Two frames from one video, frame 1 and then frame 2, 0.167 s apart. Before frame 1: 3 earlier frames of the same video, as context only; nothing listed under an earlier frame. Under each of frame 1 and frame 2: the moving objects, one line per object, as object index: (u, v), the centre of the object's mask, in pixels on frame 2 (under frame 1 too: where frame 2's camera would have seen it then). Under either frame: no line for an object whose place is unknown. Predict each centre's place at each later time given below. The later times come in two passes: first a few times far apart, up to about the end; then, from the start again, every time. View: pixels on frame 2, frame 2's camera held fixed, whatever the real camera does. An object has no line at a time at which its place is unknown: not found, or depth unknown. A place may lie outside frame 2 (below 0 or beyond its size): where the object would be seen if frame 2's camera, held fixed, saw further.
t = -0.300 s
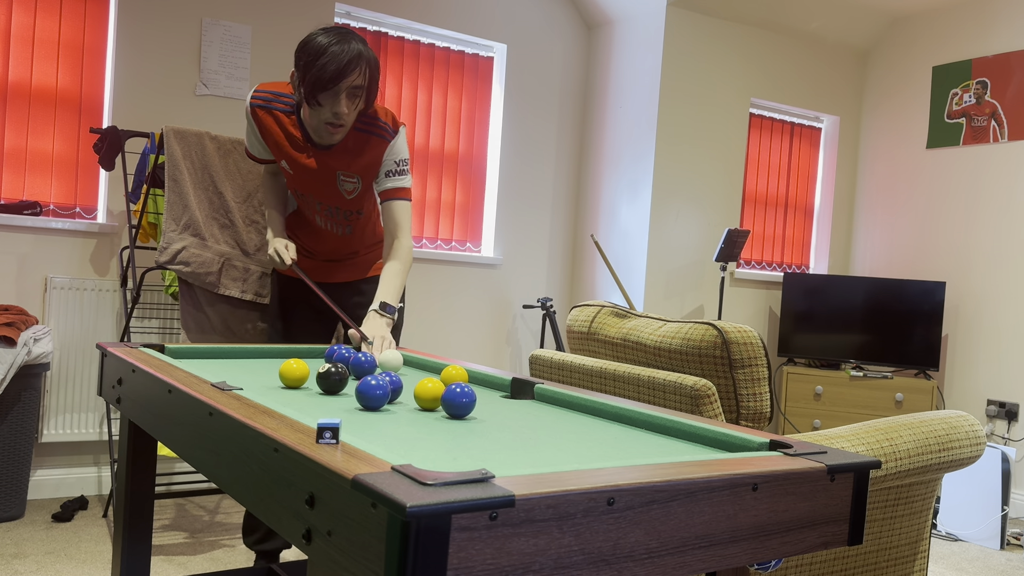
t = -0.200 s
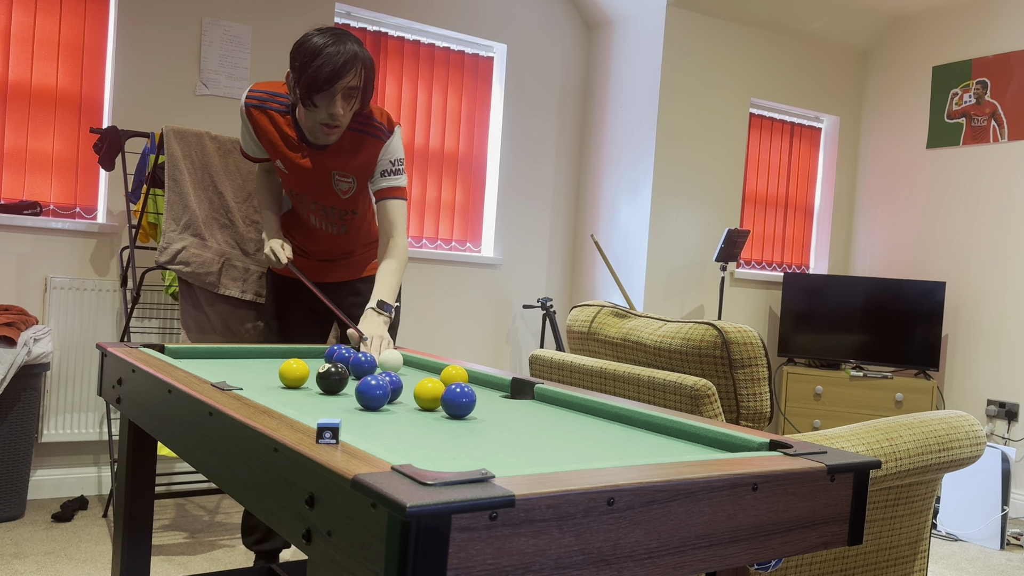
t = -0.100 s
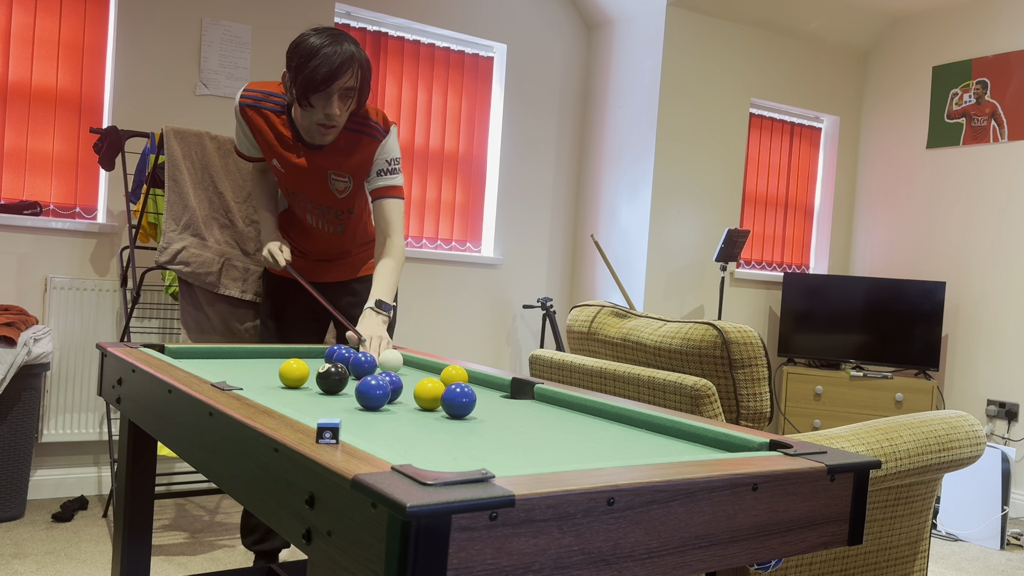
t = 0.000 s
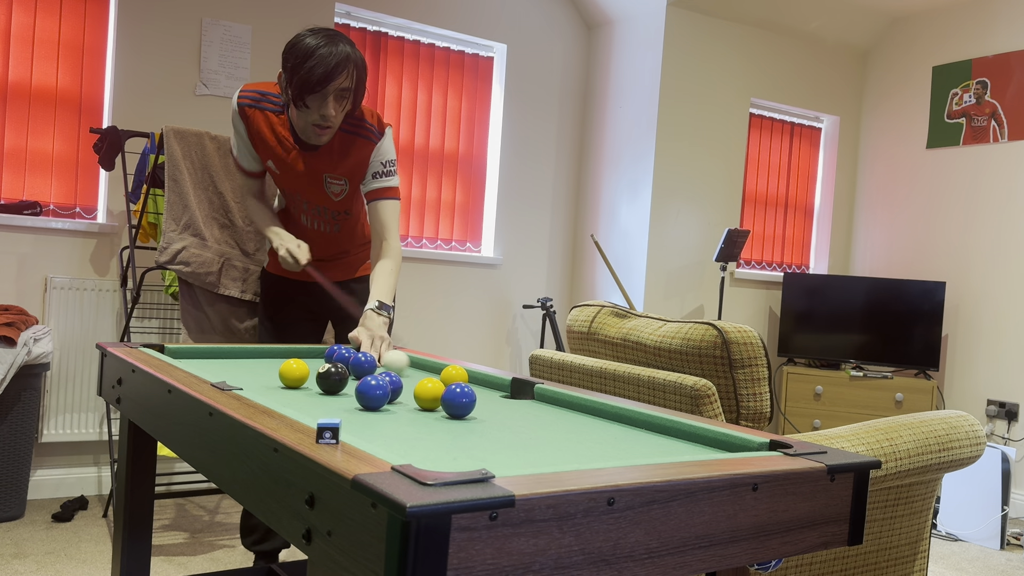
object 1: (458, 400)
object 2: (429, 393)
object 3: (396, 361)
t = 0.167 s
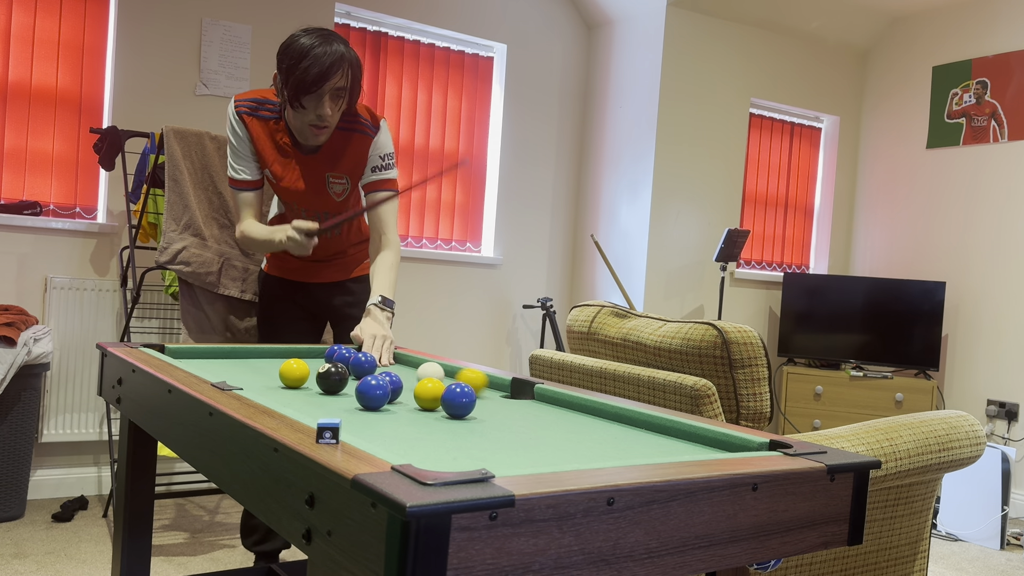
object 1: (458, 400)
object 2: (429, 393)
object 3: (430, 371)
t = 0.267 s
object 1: (458, 400)
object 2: (429, 393)
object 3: (423, 374)
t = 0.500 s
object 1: (458, 400)
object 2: (429, 393)
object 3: (415, 383)
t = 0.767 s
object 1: (469, 402)
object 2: (430, 397)
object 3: (411, 389)
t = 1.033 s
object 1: (485, 405)
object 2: (426, 399)
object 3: (408, 390)
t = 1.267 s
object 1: (497, 406)
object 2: (424, 400)
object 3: (408, 391)
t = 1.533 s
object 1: (506, 407)
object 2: (426, 401)
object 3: (410, 391)
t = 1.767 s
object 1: (511, 408)
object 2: (427, 401)
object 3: (410, 392)
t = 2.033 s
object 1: (513, 407)
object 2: (429, 400)
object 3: (410, 392)
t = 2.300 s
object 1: (514, 407)
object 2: (429, 400)
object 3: (410, 393)
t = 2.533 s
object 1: (514, 407)
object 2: (430, 400)
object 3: (410, 393)
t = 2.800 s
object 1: (514, 407)
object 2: (430, 400)
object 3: (410, 393)
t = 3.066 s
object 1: (514, 407)
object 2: (430, 400)
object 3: (410, 393)
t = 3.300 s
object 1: (514, 407)
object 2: (430, 400)
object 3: (410, 393)
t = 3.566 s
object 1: (514, 407)
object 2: (430, 400)
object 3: (410, 393)
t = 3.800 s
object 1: (514, 407)
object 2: (432, 401)
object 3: (411, 394)
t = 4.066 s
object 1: (514, 407)
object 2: (437, 402)
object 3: (414, 396)
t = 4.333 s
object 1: (514, 407)
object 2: (440, 402)
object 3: (416, 396)
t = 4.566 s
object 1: (514, 407)
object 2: (442, 402)
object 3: (417, 397)
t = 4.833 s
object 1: (514, 407)
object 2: (444, 402)
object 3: (418, 397)
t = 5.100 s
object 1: (514, 407)
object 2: (445, 402)
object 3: (418, 397)
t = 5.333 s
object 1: (514, 407)
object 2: (445, 402)
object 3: (418, 397)
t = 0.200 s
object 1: (458, 400)
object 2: (429, 393)
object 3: (427, 372)
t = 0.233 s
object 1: (458, 400)
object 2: (429, 393)
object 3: (424, 373)
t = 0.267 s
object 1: (458, 400)
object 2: (429, 393)
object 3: (423, 374)
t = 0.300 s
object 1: (458, 400)
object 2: (429, 393)
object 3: (422, 375)
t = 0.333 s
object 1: (458, 400)
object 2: (429, 393)
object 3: (421, 375)
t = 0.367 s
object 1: (458, 400)
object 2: (429, 393)
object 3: (420, 377)
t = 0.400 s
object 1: (458, 400)
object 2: (429, 393)
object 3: (419, 378)
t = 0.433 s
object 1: (458, 400)
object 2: (429, 393)
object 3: (417, 379)
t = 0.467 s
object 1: (458, 400)
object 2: (429, 393)
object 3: (416, 381)
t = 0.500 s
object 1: (458, 400)
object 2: (429, 393)
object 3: (415, 383)
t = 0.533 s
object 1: (458, 400)
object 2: (429, 393)
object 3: (413, 384)
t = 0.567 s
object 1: (458, 400)
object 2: (429, 393)
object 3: (413, 386)
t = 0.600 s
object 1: (458, 400)
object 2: (431, 394)
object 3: (413, 387)
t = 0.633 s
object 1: (459, 400)
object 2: (431, 395)
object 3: (413, 388)
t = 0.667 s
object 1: (462, 401)
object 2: (431, 396)
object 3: (413, 388)
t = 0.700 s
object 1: (464, 401)
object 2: (431, 396)
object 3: (412, 388)
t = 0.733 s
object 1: (466, 402)
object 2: (430, 396)
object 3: (411, 389)
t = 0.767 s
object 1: (469, 402)
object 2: (430, 397)
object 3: (411, 389)
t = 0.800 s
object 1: (471, 402)
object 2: (429, 397)
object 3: (410, 389)
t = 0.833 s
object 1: (473, 403)
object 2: (428, 397)
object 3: (410, 389)
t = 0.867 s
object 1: (475, 403)
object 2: (427, 397)
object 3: (409, 390)
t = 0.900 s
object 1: (477, 404)
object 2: (427, 398)
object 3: (409, 390)
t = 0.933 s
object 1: (479, 404)
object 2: (427, 398)
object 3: (409, 390)
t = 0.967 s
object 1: (481, 404)
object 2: (426, 398)
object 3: (408, 390)
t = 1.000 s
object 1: (483, 405)
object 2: (426, 399)
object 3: (408, 390)
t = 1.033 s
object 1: (485, 405)
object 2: (426, 399)
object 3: (408, 390)
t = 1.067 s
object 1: (487, 405)
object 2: (425, 399)
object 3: (408, 390)
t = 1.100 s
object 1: (488, 405)
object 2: (425, 399)
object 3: (408, 390)
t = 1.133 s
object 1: (490, 406)
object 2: (425, 400)
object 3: (408, 391)
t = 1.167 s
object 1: (492, 406)
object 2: (425, 400)
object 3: (408, 391)
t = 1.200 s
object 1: (493, 406)
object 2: (425, 400)
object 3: (408, 391)
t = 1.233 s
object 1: (495, 406)
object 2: (424, 400)
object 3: (408, 391)
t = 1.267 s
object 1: (497, 406)
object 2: (424, 400)
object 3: (408, 391)
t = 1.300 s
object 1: (498, 407)
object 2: (424, 400)
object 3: (408, 391)
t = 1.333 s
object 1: (499, 407)
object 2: (425, 400)
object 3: (408, 391)
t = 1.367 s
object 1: (501, 407)
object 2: (425, 401)
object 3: (408, 391)
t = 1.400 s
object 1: (502, 407)
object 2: (425, 401)
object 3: (409, 391)
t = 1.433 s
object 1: (503, 407)
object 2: (425, 401)
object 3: (409, 391)
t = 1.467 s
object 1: (504, 407)
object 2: (425, 401)
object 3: (409, 391)
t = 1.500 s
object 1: (505, 407)
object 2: (425, 401)
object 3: (409, 391)
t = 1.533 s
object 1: (506, 407)
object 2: (426, 401)
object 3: (410, 391)
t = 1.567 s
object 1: (507, 407)
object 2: (426, 401)
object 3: (410, 391)
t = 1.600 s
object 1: (508, 407)
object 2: (426, 401)
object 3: (410, 391)
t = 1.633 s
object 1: (509, 407)
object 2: (426, 401)
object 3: (410, 391)
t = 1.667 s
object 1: (509, 407)
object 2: (426, 401)
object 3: (410, 391)
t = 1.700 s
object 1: (510, 408)
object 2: (427, 401)
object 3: (410, 391)
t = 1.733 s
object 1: (511, 408)
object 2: (427, 401)
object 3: (410, 391)
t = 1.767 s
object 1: (511, 408)
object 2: (427, 401)
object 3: (410, 392)
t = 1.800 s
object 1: (512, 407)
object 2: (427, 401)
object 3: (410, 392)
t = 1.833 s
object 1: (512, 407)
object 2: (427, 401)
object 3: (410, 392)
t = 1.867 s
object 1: (512, 407)
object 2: (428, 401)
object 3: (410, 392)
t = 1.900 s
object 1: (513, 407)
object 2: (428, 401)
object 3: (410, 392)
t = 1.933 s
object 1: (513, 407)
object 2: (428, 400)
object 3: (410, 392)
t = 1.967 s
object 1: (513, 407)
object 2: (428, 400)
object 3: (410, 392)
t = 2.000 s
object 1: (513, 407)
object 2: (428, 400)
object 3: (410, 392)
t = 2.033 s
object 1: (513, 407)
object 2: (429, 400)
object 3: (410, 392)
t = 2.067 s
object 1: (513, 407)
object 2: (429, 400)
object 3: (410, 392)
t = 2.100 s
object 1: (513, 407)
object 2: (429, 400)
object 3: (410, 392)
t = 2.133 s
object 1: (514, 407)
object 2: (429, 400)
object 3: (410, 392)
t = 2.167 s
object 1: (514, 407)
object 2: (429, 400)
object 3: (410, 393)
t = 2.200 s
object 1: (514, 407)
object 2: (429, 400)
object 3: (410, 393)
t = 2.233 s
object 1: (514, 407)
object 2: (429, 400)
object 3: (410, 393)
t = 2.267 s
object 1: (514, 407)
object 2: (429, 400)
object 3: (410, 393)
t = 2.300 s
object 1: (514, 407)
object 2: (429, 400)
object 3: (410, 393)
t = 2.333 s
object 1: (514, 407)
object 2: (429, 400)
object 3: (410, 393)
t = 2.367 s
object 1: (514, 407)
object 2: (430, 400)
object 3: (410, 393)
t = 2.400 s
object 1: (514, 407)
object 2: (430, 400)
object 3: (410, 393)
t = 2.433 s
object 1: (514, 407)
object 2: (430, 400)
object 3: (410, 393)
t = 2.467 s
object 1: (514, 407)
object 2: (430, 400)
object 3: (410, 393)
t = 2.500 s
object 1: (514, 407)
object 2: (430, 400)
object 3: (410, 393)
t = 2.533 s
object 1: (514, 407)
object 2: (430, 400)
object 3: (410, 393)
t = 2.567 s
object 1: (514, 407)
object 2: (430, 400)
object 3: (410, 393)
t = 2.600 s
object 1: (514, 407)
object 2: (430, 400)
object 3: (410, 393)
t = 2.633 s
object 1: (514, 407)
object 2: (430, 400)
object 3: (410, 393)
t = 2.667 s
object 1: (514, 407)
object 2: (430, 400)
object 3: (410, 393)
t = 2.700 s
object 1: (514, 407)
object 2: (430, 400)
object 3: (410, 393)
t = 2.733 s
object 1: (514, 407)
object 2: (430, 400)
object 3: (410, 393)
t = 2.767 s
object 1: (514, 407)
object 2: (430, 400)
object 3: (410, 393)
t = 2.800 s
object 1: (514, 407)
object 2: (430, 400)
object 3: (410, 393)
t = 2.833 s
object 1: (514, 407)
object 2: (430, 400)
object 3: (410, 393)
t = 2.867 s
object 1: (514, 407)
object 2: (430, 400)
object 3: (410, 393)
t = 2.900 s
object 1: (514, 407)
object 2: (430, 400)
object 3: (410, 393)
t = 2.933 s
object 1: (514, 407)
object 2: (430, 400)
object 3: (410, 393)
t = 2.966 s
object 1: (514, 407)
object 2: (430, 400)
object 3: (410, 393)
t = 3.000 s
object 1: (514, 407)
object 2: (430, 400)
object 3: (410, 393)
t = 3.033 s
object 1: (514, 407)
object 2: (430, 400)
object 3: (410, 393)
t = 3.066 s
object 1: (514, 407)
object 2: (430, 400)
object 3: (410, 393)
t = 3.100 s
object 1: (514, 407)
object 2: (430, 400)
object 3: (410, 393)
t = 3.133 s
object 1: (514, 407)
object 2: (430, 400)
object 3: (410, 393)
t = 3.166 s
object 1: (514, 407)
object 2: (430, 400)
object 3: (410, 393)
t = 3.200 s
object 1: (514, 407)
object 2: (430, 400)
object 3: (410, 393)
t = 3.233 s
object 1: (514, 407)
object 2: (430, 400)
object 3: (410, 393)
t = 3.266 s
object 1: (514, 407)
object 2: (430, 400)
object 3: (410, 393)
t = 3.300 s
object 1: (514, 407)
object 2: (430, 400)
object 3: (410, 393)
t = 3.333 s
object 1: (514, 407)
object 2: (430, 400)
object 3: (410, 393)
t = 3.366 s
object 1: (514, 407)
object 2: (430, 400)
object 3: (410, 393)
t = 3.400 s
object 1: (514, 407)
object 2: (430, 400)
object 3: (410, 393)
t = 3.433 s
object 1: (514, 407)
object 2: (430, 400)
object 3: (410, 393)
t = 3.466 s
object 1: (514, 407)
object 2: (430, 400)
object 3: (410, 393)
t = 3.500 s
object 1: (514, 407)
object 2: (430, 400)
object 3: (410, 393)
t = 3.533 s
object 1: (514, 407)
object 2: (430, 400)
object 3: (410, 393)
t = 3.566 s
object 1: (514, 407)
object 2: (430, 400)
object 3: (410, 393)
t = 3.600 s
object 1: (514, 407)
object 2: (430, 400)
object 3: (410, 393)
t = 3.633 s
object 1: (514, 407)
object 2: (430, 400)
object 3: (410, 393)
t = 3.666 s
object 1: (514, 407)
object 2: (430, 401)
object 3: (410, 393)
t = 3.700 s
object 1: (514, 407)
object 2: (430, 401)
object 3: (410, 393)
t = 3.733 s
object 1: (514, 407)
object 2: (430, 401)
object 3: (410, 393)
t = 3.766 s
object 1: (514, 407)
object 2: (431, 401)
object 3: (411, 394)
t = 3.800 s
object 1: (514, 407)
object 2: (432, 401)
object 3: (411, 394)
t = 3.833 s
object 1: (514, 407)
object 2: (432, 401)
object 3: (411, 394)
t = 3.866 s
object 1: (514, 407)
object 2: (433, 401)
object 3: (412, 395)
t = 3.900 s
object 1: (514, 407)
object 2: (433, 402)
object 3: (412, 395)
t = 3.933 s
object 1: (514, 407)
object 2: (434, 402)
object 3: (412, 395)
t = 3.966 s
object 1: (514, 407)
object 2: (435, 402)
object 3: (413, 395)
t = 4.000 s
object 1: (514, 407)
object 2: (435, 402)
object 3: (413, 395)
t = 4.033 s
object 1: (514, 407)
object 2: (436, 402)
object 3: (413, 396)
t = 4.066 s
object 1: (514, 407)
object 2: (437, 402)
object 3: (414, 396)
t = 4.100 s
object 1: (514, 407)
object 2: (437, 402)
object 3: (414, 396)
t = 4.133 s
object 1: (514, 407)
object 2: (438, 402)
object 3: (414, 396)
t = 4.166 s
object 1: (514, 407)
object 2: (438, 402)
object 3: (415, 396)
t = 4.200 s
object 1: (514, 407)
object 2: (438, 402)
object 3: (415, 396)
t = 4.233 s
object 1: (514, 407)
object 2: (439, 403)
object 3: (415, 396)
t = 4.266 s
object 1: (514, 407)
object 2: (439, 403)
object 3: (416, 397)
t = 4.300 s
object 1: (514, 407)
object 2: (440, 402)
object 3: (416, 396)
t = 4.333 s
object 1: (514, 407)
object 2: (440, 402)
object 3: (416, 396)
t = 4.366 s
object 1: (514, 407)
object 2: (440, 402)
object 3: (416, 396)
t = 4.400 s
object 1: (514, 407)
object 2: (441, 402)
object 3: (416, 396)
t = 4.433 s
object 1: (514, 407)
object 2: (441, 402)
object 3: (416, 396)
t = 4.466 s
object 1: (514, 407)
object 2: (441, 402)
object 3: (416, 396)
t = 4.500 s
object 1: (514, 407)
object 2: (441, 402)
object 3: (417, 396)
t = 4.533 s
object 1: (514, 407)
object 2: (442, 402)
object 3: (417, 397)
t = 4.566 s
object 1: (514, 407)
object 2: (442, 402)
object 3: (417, 397)
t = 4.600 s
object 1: (514, 407)
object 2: (442, 402)
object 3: (417, 397)
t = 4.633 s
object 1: (514, 407)
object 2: (442, 402)
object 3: (417, 397)
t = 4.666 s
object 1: (514, 407)
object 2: (443, 402)
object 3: (417, 397)
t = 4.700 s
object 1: (514, 407)
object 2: (443, 402)
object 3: (417, 397)
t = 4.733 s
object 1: (514, 407)
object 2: (443, 402)
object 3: (417, 397)
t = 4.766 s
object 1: (514, 407)
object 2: (443, 402)
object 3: (418, 397)
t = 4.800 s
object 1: (514, 407)
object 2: (444, 402)
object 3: (418, 397)
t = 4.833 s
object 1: (514, 407)
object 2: (444, 402)
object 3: (418, 397)
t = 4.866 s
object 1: (514, 407)
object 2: (444, 402)
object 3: (418, 397)
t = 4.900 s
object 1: (514, 407)
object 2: (444, 402)
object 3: (418, 397)
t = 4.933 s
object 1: (514, 407)
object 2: (445, 402)
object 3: (418, 397)
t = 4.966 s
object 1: (514, 407)
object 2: (445, 402)
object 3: (418, 397)
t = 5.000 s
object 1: (514, 407)
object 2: (445, 402)
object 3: (418, 397)
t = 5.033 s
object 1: (514, 407)
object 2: (445, 402)
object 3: (418, 397)
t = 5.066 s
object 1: (514, 407)
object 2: (445, 402)
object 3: (418, 397)
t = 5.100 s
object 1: (514, 407)
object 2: (445, 402)
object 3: (418, 397)
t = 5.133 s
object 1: (514, 407)
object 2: (445, 402)
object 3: (418, 397)
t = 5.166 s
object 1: (514, 407)
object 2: (445, 402)
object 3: (418, 397)
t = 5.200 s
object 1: (514, 407)
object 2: (445, 402)
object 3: (418, 397)
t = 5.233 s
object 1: (514, 407)
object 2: (446, 402)
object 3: (418, 397)
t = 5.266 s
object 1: (514, 407)
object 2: (445, 402)
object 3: (418, 397)
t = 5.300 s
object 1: (514, 407)
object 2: (445, 402)
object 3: (418, 397)
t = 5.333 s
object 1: (514, 407)
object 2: (445, 402)
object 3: (418, 397)
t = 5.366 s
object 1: (514, 407)
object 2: (446, 402)
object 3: (418, 397)
